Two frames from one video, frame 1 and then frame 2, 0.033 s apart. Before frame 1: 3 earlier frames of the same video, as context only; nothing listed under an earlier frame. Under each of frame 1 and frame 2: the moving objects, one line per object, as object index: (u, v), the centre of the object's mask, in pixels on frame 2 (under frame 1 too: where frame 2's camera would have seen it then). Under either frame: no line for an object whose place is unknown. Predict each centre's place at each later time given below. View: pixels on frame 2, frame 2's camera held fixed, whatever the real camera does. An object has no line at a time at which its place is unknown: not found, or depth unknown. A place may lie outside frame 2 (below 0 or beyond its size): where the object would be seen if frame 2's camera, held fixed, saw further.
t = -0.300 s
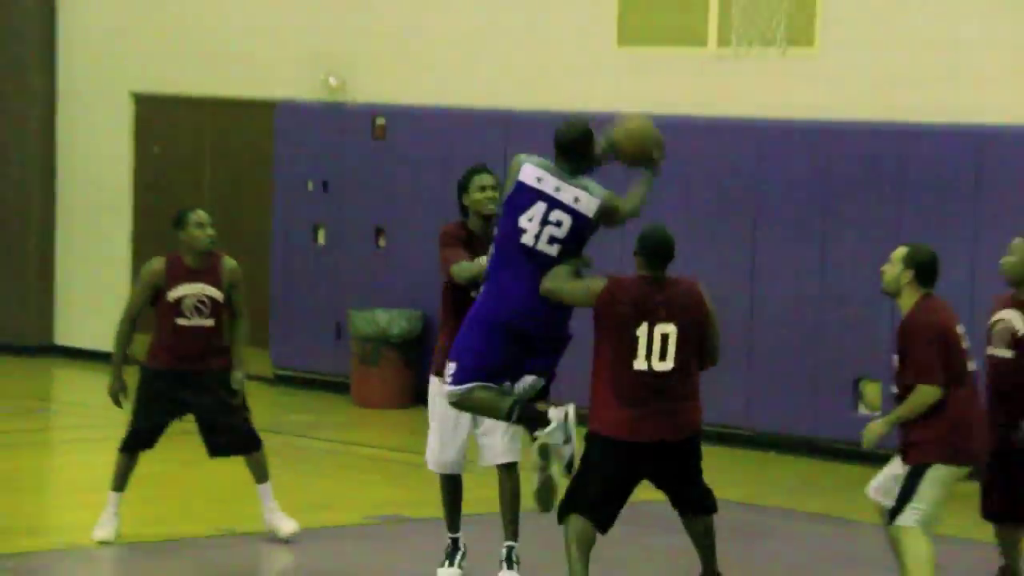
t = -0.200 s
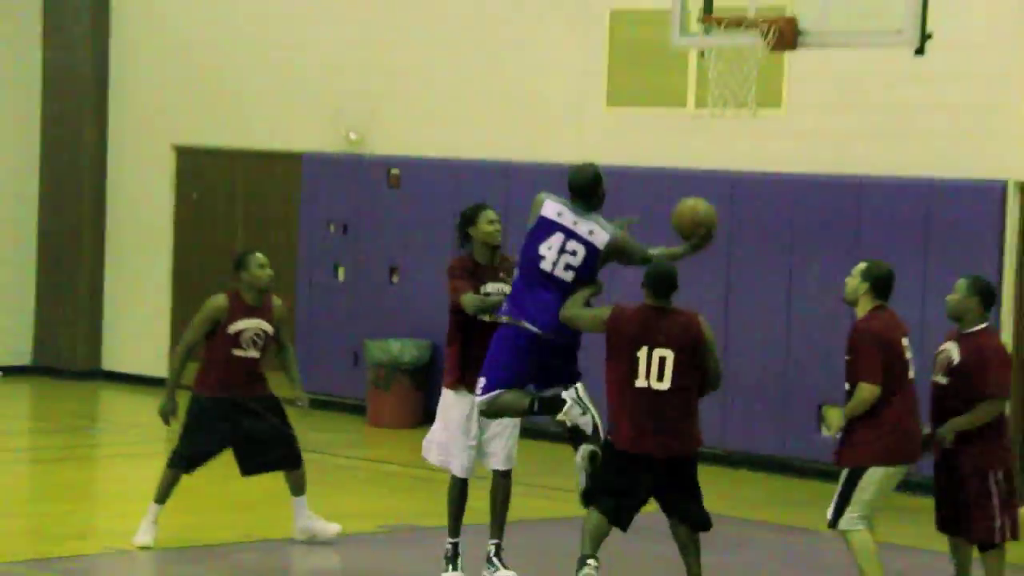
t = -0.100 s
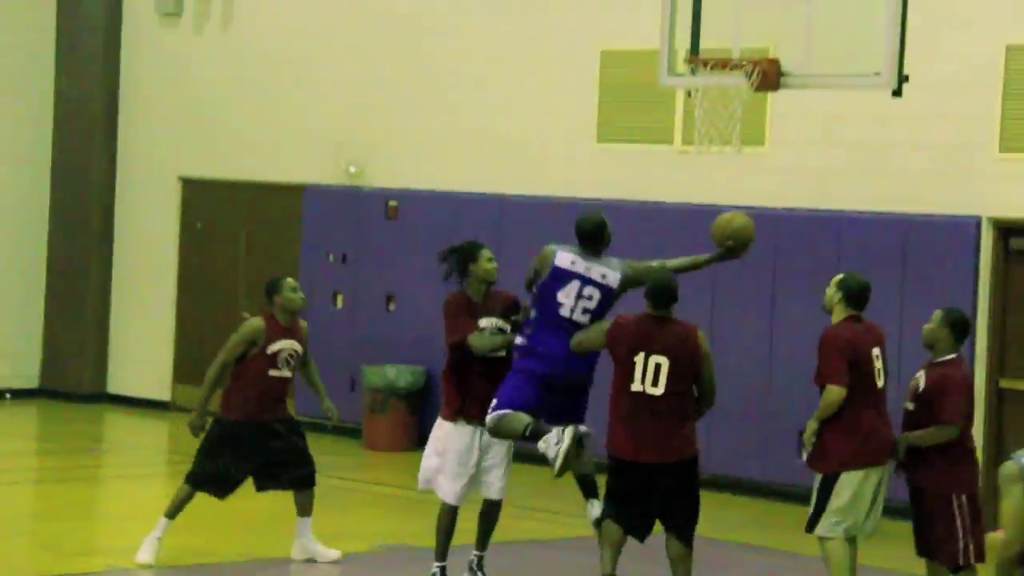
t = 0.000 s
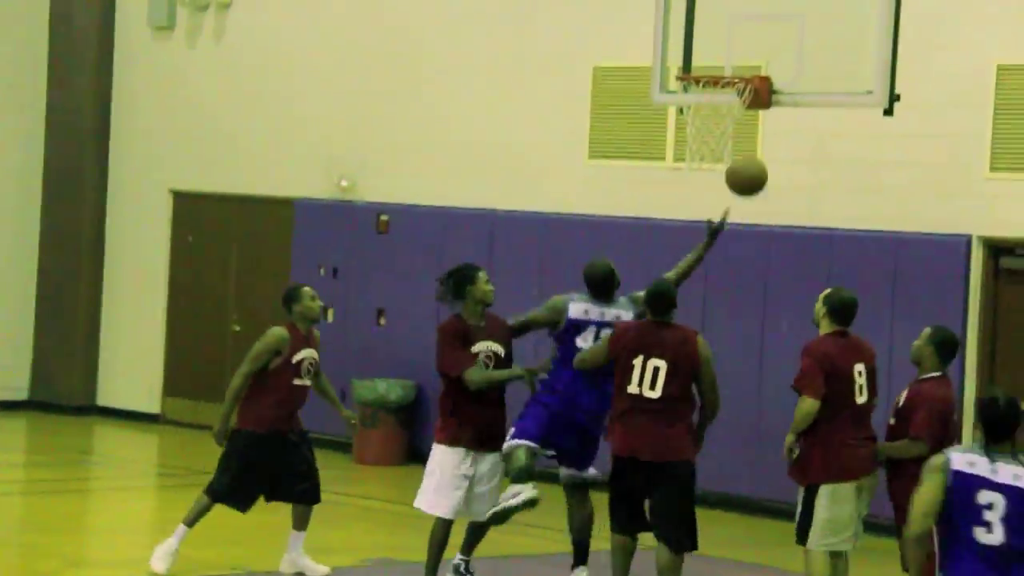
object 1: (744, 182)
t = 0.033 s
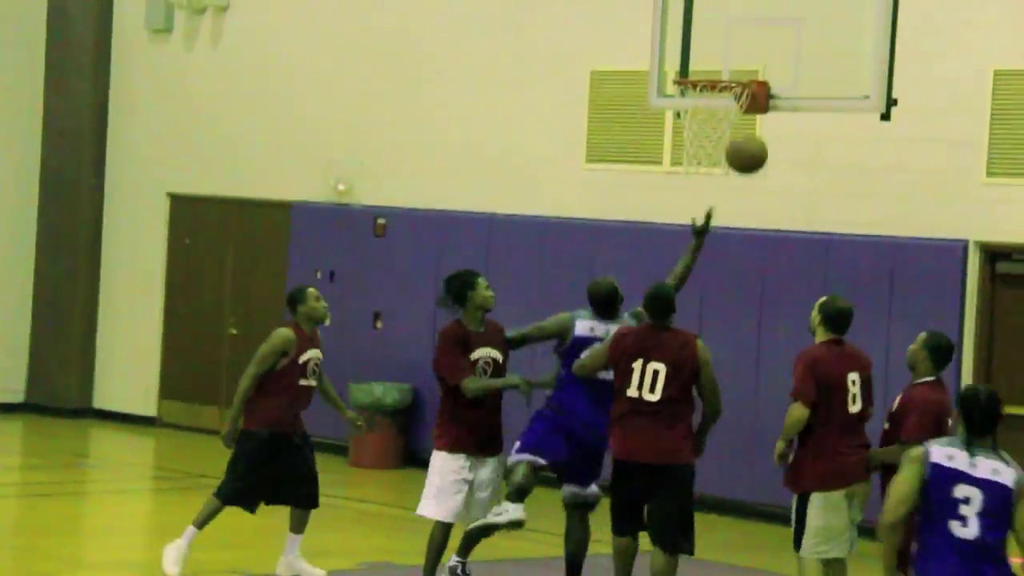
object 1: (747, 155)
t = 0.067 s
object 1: (749, 128)
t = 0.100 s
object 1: (752, 103)
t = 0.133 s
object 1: (755, 85)
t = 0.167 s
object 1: (758, 67)
